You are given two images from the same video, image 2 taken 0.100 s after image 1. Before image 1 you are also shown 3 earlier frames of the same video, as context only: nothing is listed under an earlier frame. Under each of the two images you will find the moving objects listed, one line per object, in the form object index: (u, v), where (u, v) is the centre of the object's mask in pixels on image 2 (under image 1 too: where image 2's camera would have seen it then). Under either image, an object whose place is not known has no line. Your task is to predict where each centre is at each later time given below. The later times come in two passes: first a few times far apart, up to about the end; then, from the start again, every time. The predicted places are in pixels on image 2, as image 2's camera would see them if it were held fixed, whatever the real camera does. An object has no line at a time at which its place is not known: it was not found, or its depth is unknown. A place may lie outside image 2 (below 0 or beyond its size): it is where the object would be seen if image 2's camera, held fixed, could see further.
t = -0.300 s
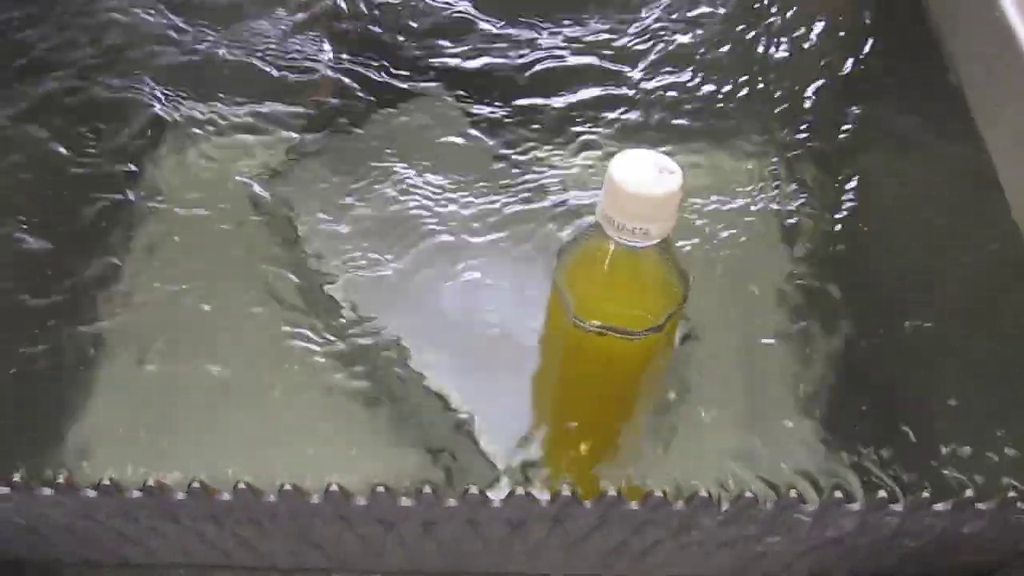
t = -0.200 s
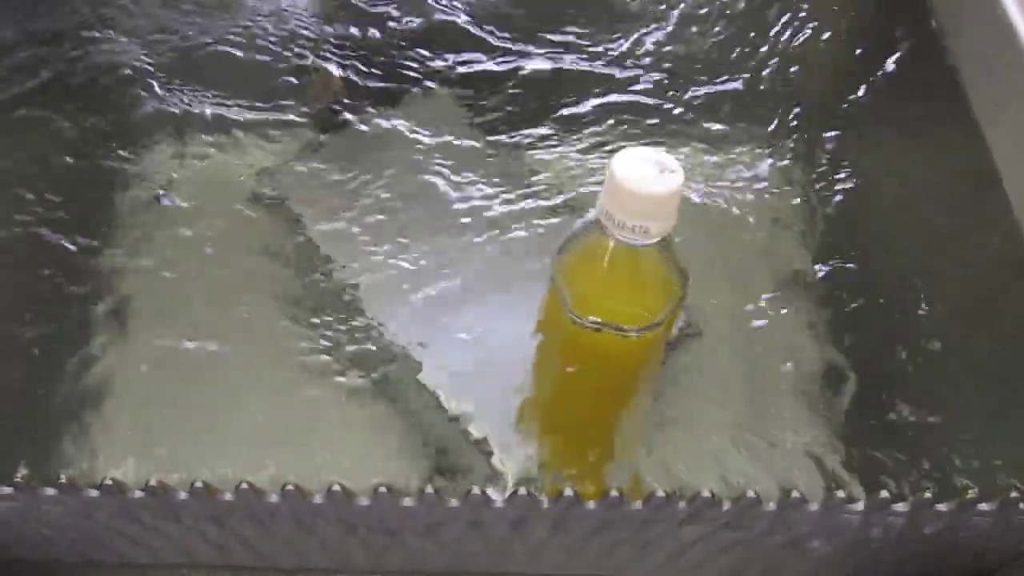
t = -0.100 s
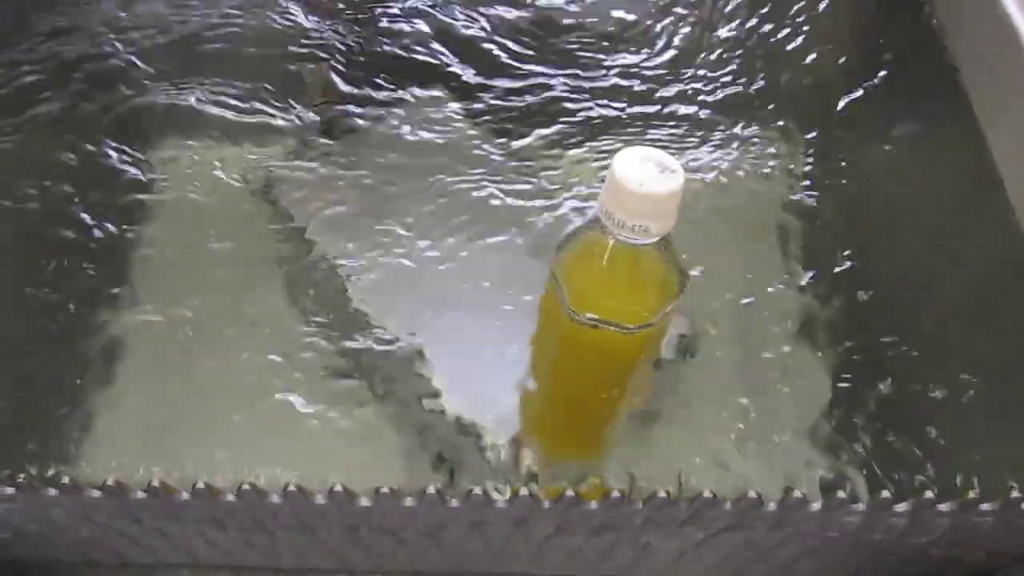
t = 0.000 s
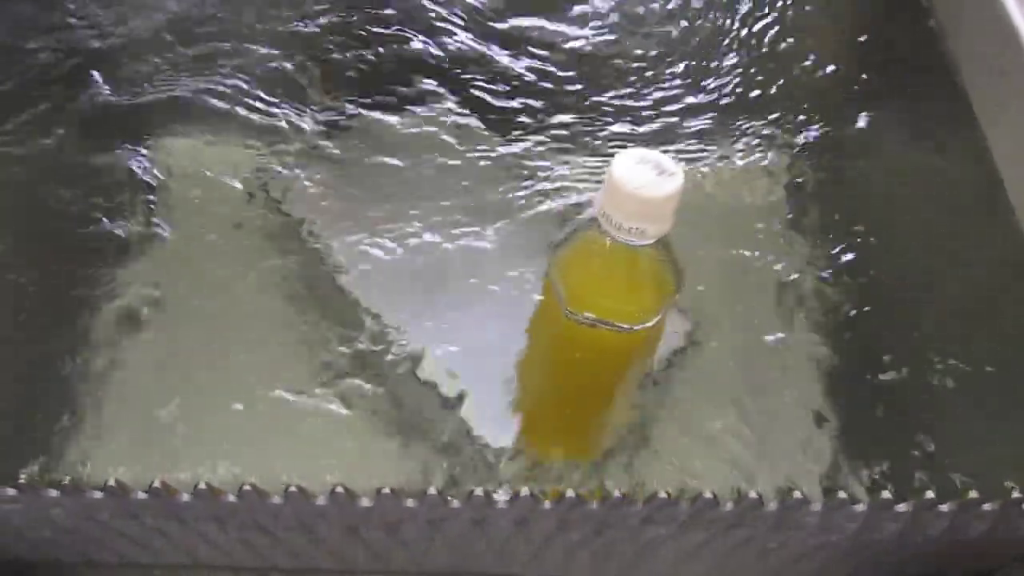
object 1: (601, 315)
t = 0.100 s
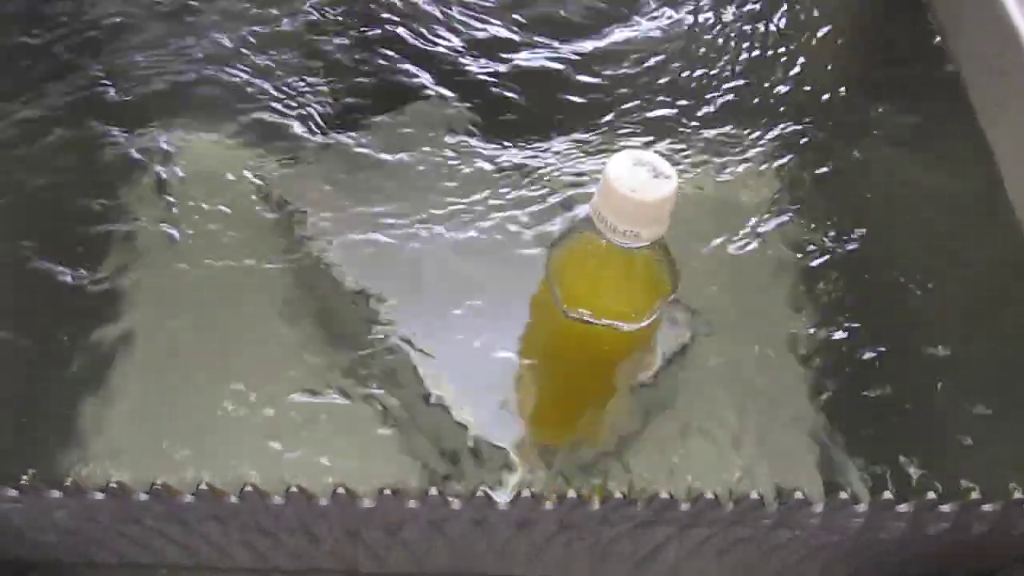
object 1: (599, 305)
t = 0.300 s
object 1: (590, 297)
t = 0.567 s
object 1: (581, 288)
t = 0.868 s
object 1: (566, 264)
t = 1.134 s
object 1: (547, 257)
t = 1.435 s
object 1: (553, 245)
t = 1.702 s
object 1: (577, 228)
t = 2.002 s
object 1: (602, 194)
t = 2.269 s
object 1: (620, 176)
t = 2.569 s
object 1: (631, 160)
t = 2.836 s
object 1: (649, 150)
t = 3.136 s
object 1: (671, 153)
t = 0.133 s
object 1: (596, 303)
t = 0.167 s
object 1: (595, 302)
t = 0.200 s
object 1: (594, 299)
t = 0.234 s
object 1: (594, 297)
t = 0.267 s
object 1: (589, 302)
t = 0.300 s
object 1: (590, 297)
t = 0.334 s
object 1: (588, 298)
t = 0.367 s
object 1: (587, 296)
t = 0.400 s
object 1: (585, 299)
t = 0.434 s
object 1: (588, 294)
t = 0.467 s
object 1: (585, 292)
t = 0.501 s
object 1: (588, 280)
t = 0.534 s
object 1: (581, 289)
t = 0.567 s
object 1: (581, 288)
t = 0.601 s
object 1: (583, 277)
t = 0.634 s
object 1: (583, 273)
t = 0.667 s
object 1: (580, 277)
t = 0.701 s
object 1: (579, 271)
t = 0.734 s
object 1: (578, 267)
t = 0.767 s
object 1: (574, 267)
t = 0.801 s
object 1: (573, 265)
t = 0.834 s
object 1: (570, 264)
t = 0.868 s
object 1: (566, 264)
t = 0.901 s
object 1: (561, 270)
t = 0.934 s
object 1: (558, 273)
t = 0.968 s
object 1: (557, 281)
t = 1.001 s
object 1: (554, 268)
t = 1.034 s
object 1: (553, 257)
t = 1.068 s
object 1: (551, 257)
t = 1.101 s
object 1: (549, 257)
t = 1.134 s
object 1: (547, 257)
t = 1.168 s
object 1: (547, 255)
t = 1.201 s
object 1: (546, 254)
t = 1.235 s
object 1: (545, 253)
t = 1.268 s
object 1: (546, 251)
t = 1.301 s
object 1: (547, 250)
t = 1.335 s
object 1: (548, 249)
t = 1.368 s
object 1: (549, 246)
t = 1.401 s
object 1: (550, 245)
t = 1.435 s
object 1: (553, 245)
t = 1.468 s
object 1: (556, 244)
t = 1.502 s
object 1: (558, 244)
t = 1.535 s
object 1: (561, 242)
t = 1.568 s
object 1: (564, 240)
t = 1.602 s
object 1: (567, 238)
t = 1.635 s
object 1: (570, 236)
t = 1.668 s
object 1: (573, 234)
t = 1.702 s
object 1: (577, 228)
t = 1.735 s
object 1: (582, 222)
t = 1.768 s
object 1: (585, 219)
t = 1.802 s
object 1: (590, 216)
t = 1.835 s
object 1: (592, 212)
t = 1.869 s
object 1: (599, 212)
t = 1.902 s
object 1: (598, 207)
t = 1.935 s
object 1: (601, 202)
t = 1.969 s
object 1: (597, 198)
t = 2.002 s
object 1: (602, 194)
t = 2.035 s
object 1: (604, 194)
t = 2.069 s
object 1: (606, 193)
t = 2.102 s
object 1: (608, 190)
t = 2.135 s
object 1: (608, 189)
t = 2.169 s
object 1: (614, 187)
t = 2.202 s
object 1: (620, 183)
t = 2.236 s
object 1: (622, 179)
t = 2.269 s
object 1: (620, 176)
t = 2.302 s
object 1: (625, 173)
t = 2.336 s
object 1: (629, 170)
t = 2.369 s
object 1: (627, 170)
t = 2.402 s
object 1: (627, 169)
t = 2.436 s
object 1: (627, 168)
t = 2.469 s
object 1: (628, 165)
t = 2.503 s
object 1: (631, 163)
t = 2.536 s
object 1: (632, 161)
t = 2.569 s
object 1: (631, 160)
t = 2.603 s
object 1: (635, 159)
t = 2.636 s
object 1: (639, 156)
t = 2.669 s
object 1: (640, 156)
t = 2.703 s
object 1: (640, 156)
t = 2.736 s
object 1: (642, 154)
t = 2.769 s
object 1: (643, 152)
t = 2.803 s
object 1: (645, 150)
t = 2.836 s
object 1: (649, 150)
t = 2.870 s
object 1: (651, 150)
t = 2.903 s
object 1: (655, 151)
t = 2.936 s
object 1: (656, 151)
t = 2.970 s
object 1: (658, 151)
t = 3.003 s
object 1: (660, 151)
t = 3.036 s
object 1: (663, 150)
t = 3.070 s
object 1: (665, 152)
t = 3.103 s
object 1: (668, 153)
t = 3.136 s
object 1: (671, 153)
